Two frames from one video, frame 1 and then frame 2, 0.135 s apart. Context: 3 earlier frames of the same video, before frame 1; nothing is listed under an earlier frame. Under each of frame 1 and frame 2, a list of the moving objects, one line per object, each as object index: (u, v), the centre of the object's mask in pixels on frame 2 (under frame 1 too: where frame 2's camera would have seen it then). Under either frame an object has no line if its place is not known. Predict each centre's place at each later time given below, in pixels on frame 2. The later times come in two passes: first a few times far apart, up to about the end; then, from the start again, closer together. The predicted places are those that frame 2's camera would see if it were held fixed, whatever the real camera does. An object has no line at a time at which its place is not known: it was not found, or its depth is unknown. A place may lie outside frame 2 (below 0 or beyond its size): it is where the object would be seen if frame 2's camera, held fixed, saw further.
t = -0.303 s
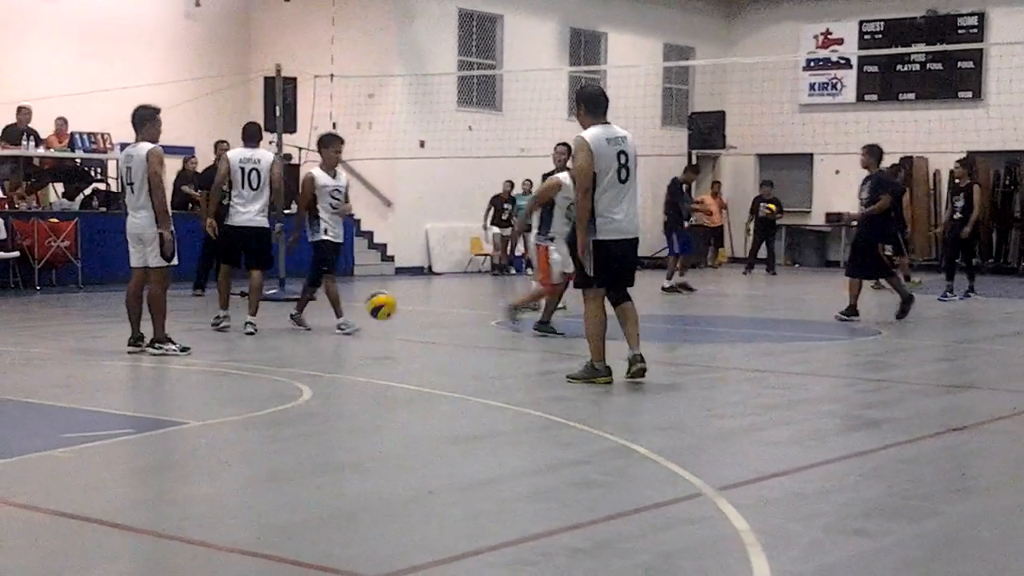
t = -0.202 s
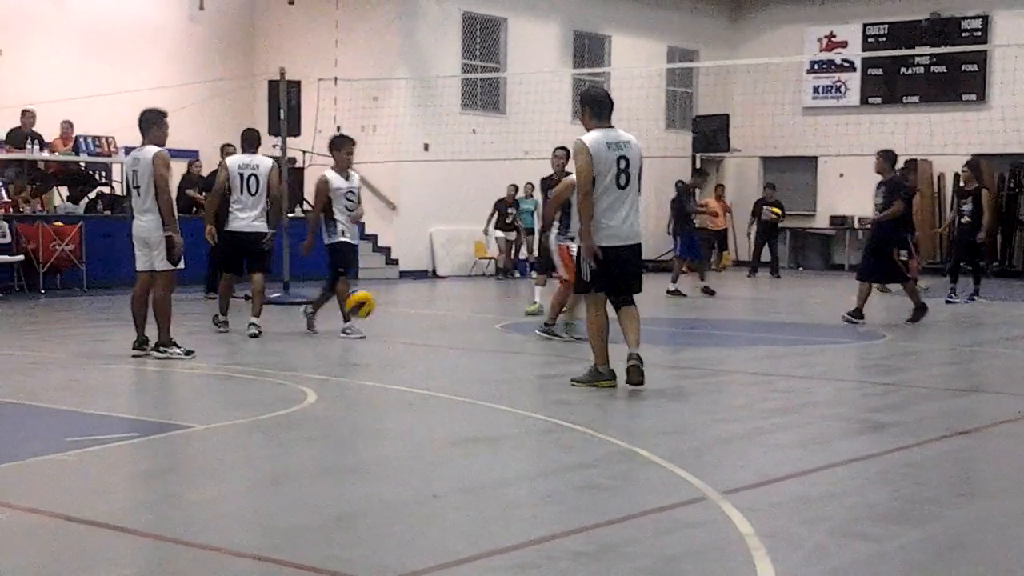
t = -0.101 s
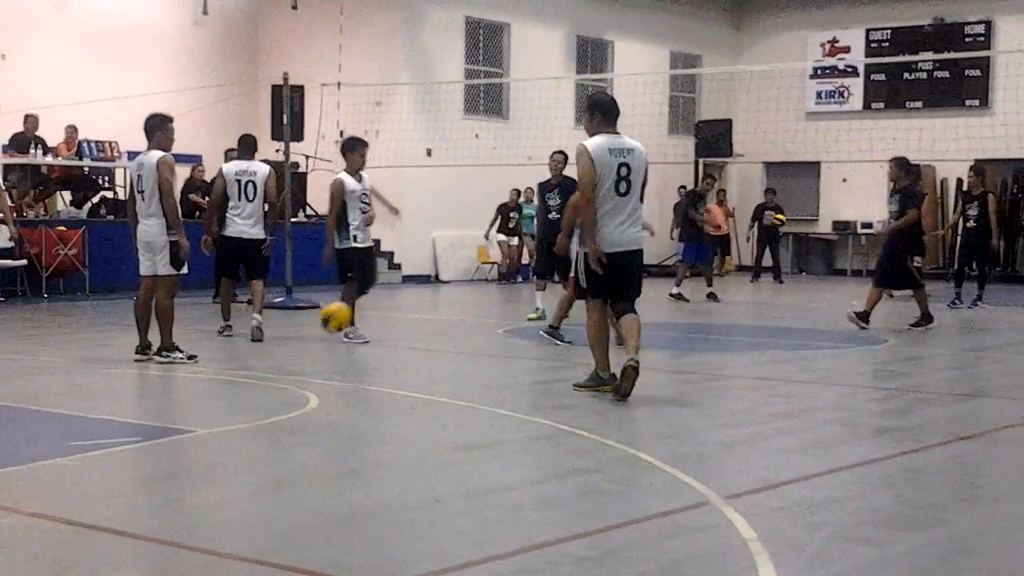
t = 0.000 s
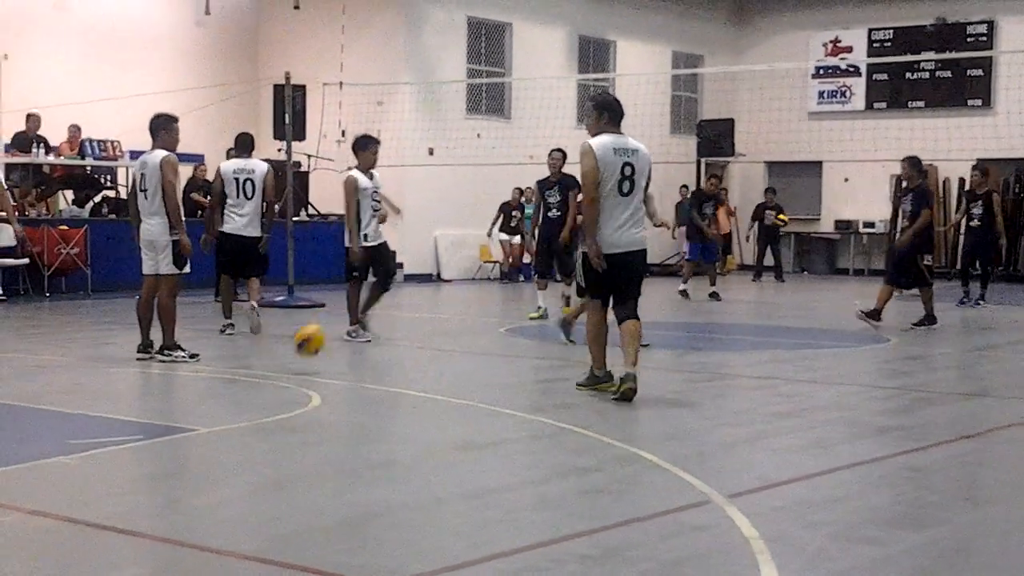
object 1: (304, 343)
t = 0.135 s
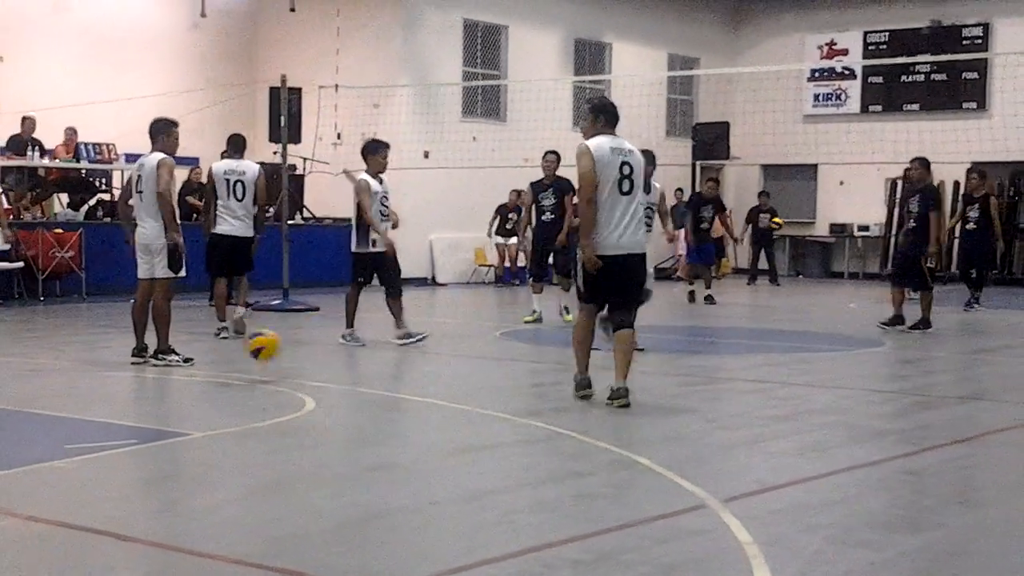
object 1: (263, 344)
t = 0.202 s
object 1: (240, 334)
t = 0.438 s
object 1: (163, 356)
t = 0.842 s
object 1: (7, 378)
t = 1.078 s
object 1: (-98, 379)
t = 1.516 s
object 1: (-326, 417)
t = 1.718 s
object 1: (-449, 433)
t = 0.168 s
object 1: (251, 339)
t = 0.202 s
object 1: (240, 334)
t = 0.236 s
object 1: (231, 333)
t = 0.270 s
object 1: (221, 331)
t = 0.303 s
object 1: (210, 333)
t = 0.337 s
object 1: (198, 335)
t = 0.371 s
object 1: (187, 341)
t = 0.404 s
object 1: (174, 345)
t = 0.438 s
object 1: (163, 356)
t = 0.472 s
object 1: (150, 365)
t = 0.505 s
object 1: (138, 377)
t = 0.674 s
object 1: (76, 353)
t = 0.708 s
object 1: (62, 355)
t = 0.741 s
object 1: (49, 358)
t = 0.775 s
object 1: (35, 361)
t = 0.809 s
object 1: (22, 370)
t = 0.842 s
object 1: (7, 378)
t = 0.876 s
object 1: (-8, 392)
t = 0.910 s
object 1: (-22, 386)
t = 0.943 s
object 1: (-36, 381)
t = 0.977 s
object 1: (-51, 378)
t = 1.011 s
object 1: (-67, 376)
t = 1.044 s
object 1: (-82, 377)
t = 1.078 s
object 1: (-98, 379)
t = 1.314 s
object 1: (-214, 394)
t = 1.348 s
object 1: (-232, 396)
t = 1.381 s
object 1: (-250, 397)
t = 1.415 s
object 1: (-268, 406)
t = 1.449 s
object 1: (-287, 413)
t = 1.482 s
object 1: (-307, 424)
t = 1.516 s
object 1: (-326, 417)
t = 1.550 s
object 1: (-346, 414)
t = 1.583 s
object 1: (-366, 412)
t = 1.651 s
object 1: (-407, 418)
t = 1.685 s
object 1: (-429, 427)
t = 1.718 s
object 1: (-449, 433)
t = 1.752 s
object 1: (-472, 440)
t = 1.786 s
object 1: (-489, 434)
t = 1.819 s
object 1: (-505, 432)
